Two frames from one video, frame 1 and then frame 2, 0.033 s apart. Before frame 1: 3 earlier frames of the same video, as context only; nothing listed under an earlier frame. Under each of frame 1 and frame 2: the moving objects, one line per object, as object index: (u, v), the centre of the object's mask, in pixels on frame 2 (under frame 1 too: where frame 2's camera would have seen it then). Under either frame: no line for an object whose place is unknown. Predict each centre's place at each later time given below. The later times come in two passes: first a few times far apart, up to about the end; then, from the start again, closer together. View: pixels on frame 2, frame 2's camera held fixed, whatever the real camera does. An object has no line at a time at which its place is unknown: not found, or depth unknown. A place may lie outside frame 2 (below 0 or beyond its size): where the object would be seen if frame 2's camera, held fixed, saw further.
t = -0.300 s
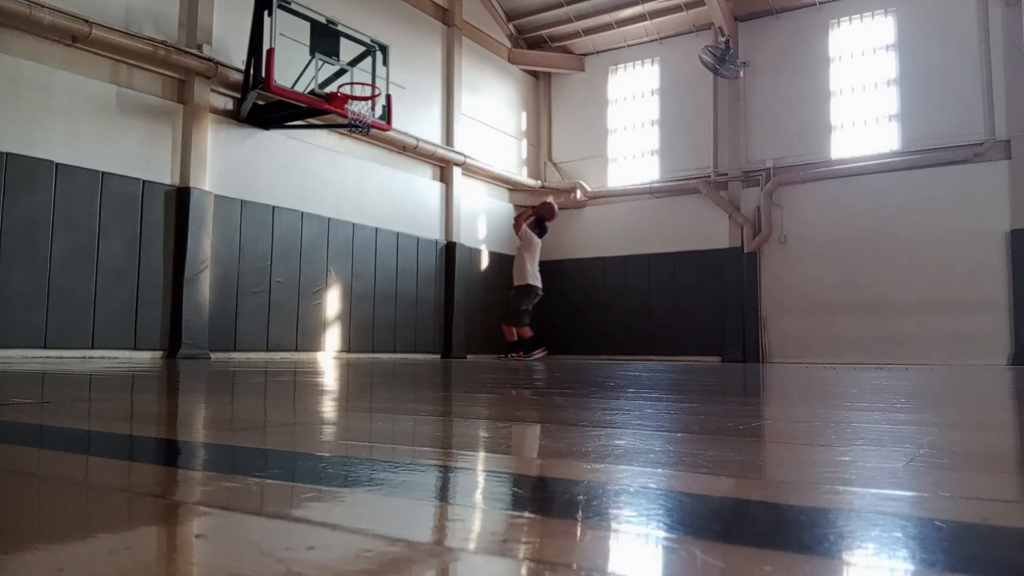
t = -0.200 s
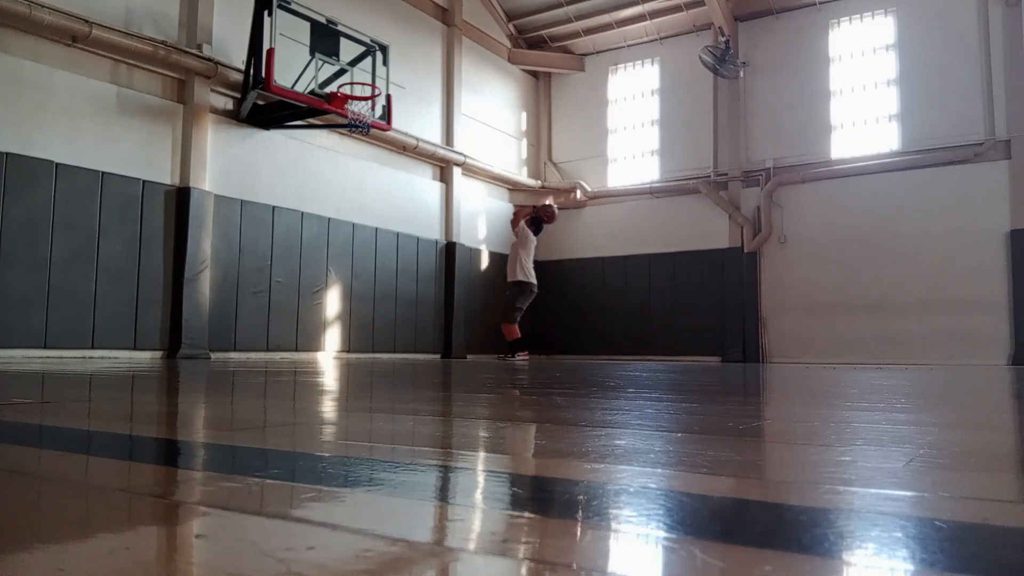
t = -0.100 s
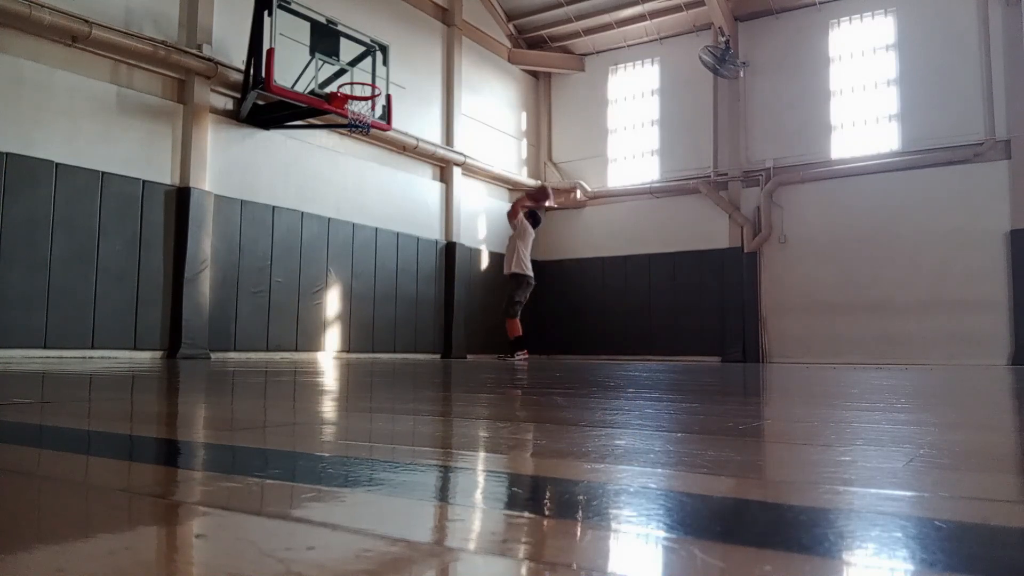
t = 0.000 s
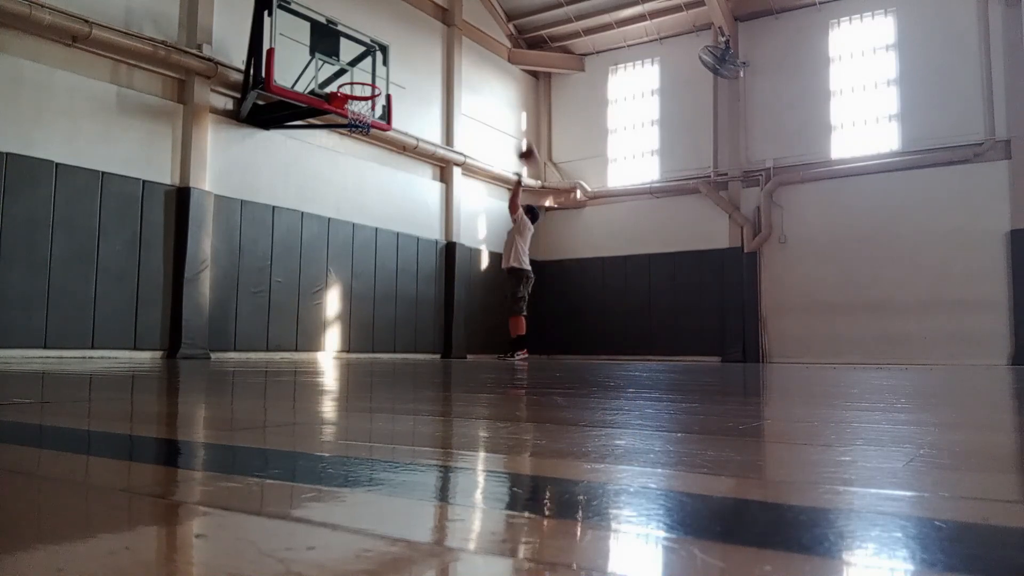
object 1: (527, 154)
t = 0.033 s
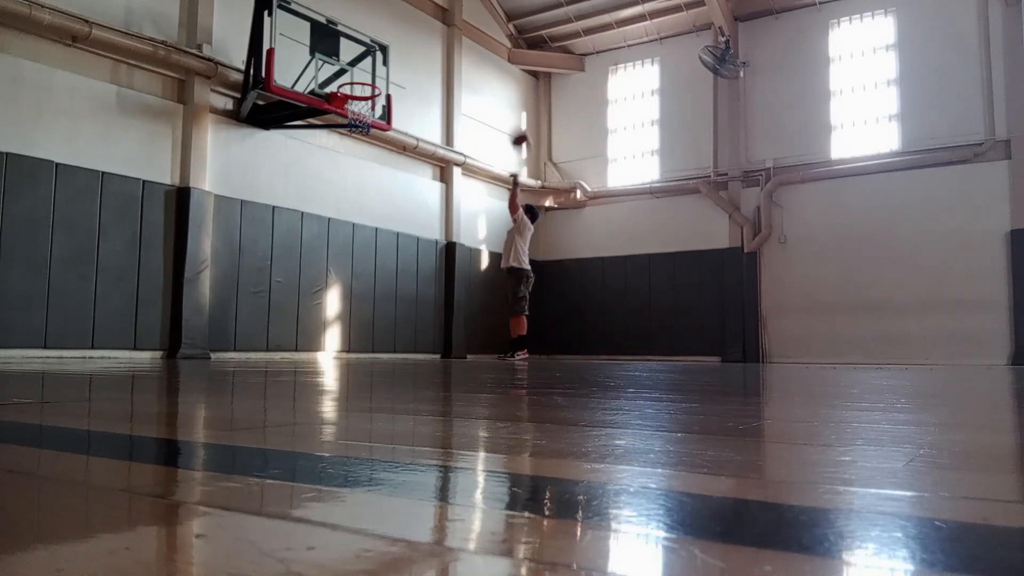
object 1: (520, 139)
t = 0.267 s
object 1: (475, 69)
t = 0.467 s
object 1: (436, 45)
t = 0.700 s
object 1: (390, 59)
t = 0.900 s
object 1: (350, 105)
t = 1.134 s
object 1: (336, 135)
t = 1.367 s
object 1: (325, 204)
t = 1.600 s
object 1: (308, 325)
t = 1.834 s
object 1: (318, 272)
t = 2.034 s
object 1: (327, 225)
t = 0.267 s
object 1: (475, 69)
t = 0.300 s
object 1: (468, 63)
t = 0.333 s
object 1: (462, 57)
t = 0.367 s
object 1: (455, 53)
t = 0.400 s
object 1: (449, 50)
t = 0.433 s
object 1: (443, 47)
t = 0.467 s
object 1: (436, 45)
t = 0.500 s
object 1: (430, 44)
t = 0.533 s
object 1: (423, 45)
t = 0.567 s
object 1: (417, 46)
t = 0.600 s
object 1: (410, 47)
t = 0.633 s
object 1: (404, 50)
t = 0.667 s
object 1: (398, 54)
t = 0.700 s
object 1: (390, 59)
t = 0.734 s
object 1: (384, 64)
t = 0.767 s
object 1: (377, 71)
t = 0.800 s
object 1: (371, 77)
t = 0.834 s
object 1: (364, 87)
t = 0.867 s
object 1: (358, 96)
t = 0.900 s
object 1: (350, 105)
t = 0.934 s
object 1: (346, 113)
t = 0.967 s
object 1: (344, 115)
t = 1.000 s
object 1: (343, 118)
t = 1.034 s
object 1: (341, 120)
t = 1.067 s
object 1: (340, 124)
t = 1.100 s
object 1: (338, 129)
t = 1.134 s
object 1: (336, 135)
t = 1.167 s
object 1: (335, 141)
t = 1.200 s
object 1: (333, 150)
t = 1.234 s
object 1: (332, 158)
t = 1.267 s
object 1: (330, 168)
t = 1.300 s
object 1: (328, 179)
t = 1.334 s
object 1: (327, 191)
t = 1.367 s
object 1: (325, 204)
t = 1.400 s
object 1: (322, 220)
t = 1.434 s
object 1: (320, 234)
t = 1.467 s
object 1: (318, 250)
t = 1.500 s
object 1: (316, 268)
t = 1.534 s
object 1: (314, 285)
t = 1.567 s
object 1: (312, 304)
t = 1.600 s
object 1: (308, 325)
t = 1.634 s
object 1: (307, 345)
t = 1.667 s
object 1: (308, 337)
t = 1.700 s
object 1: (310, 322)
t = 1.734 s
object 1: (312, 308)
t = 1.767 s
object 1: (314, 294)
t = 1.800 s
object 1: (316, 282)
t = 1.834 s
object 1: (318, 272)
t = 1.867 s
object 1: (319, 261)
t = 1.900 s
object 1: (321, 252)
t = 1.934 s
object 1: (323, 244)
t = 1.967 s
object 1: (324, 237)
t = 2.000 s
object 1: (326, 230)
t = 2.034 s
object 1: (327, 225)
